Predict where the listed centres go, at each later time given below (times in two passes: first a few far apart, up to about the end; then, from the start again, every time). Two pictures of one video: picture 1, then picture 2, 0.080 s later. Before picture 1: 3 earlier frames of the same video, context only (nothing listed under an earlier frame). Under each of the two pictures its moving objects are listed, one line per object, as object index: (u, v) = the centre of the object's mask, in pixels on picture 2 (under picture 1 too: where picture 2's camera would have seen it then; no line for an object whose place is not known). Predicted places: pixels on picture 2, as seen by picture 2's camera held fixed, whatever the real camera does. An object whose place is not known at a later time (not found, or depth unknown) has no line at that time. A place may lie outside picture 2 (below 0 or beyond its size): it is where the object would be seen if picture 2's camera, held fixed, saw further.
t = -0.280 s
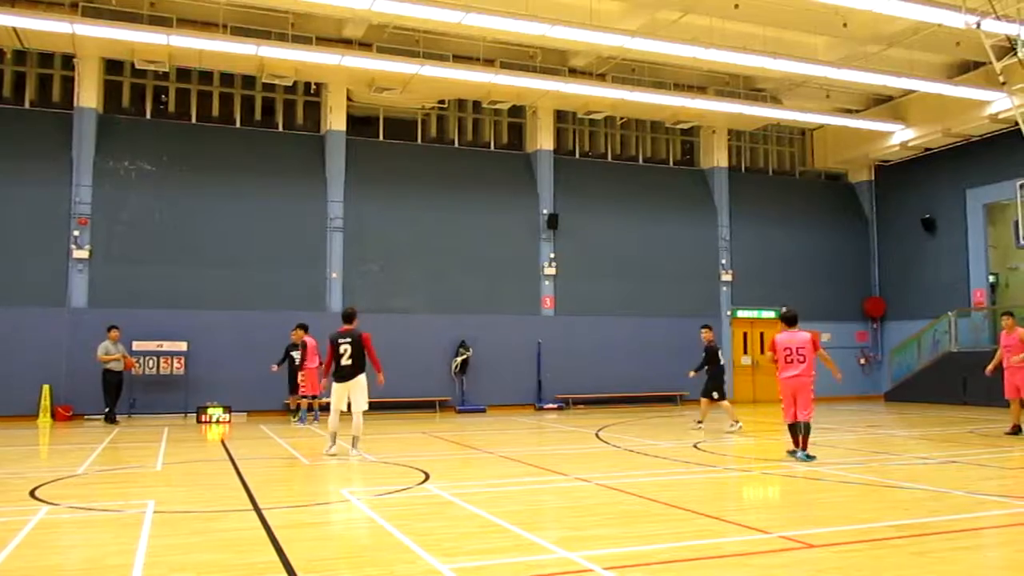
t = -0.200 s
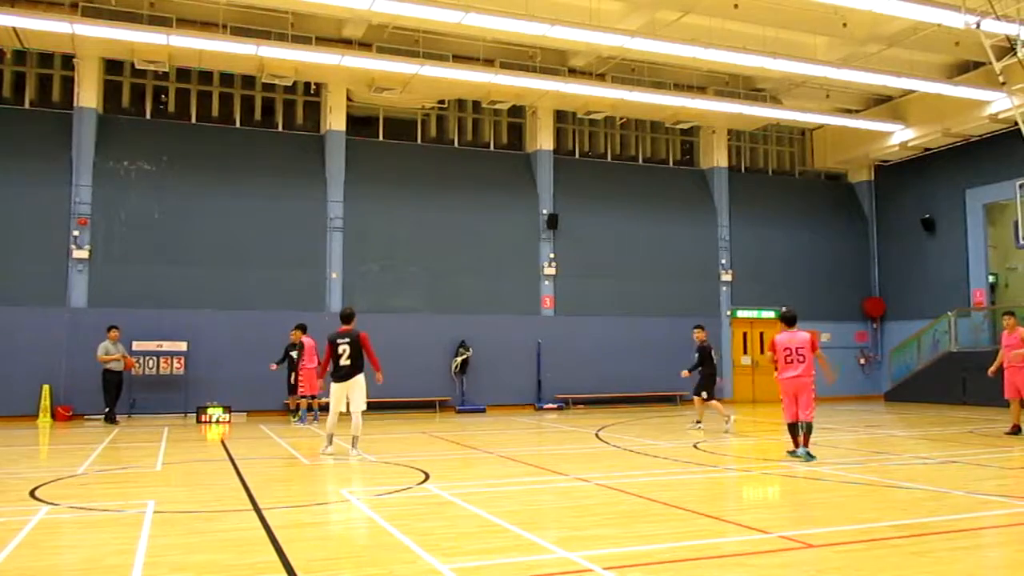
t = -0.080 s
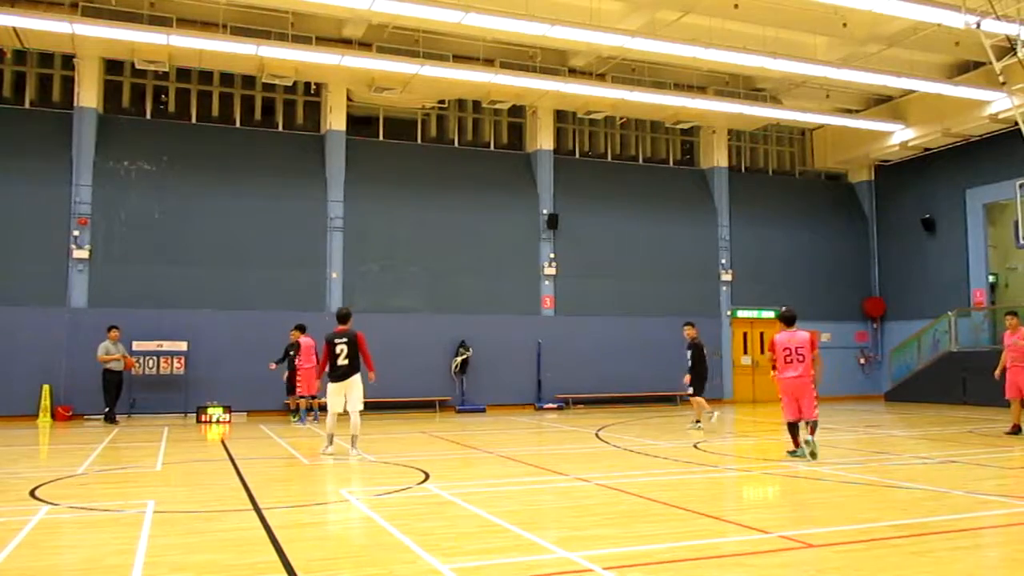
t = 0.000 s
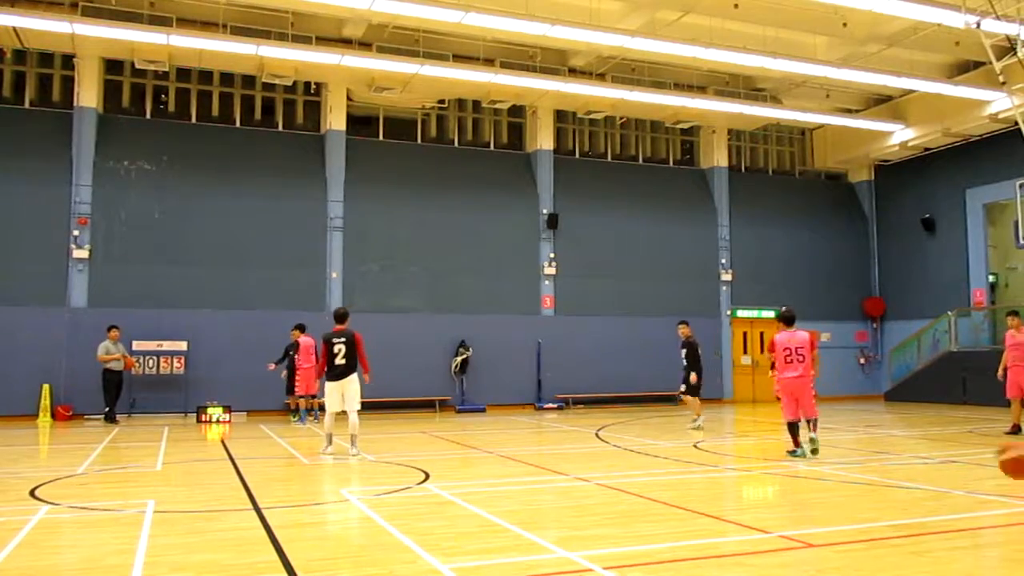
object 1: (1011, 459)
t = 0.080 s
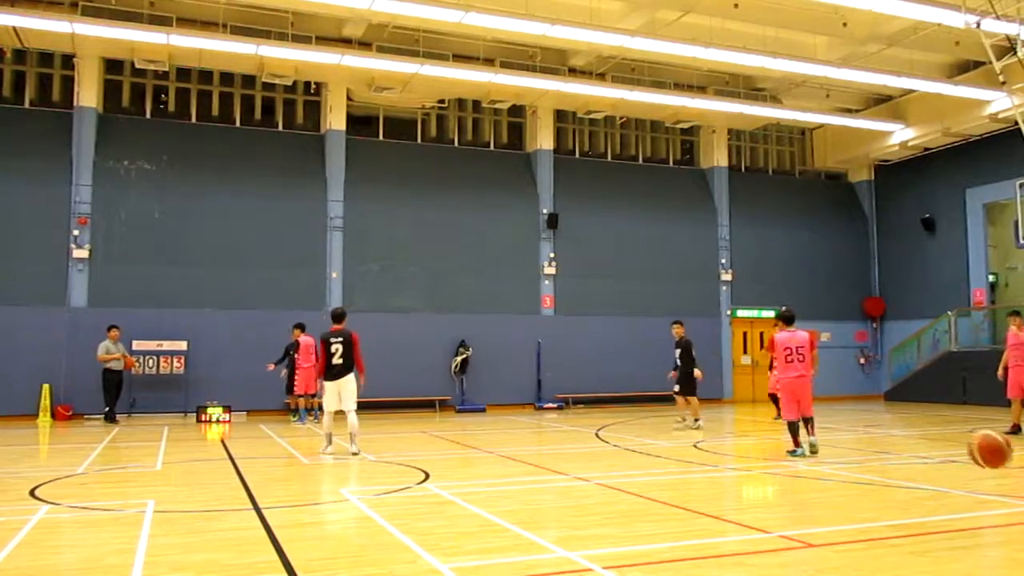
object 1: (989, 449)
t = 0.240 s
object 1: (936, 460)
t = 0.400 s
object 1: (891, 507)
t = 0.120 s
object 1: (975, 449)
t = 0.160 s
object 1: (962, 450)
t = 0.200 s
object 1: (949, 454)
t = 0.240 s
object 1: (936, 460)
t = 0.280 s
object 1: (924, 468)
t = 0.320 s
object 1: (913, 479)
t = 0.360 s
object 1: (901, 492)
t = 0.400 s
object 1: (891, 507)
